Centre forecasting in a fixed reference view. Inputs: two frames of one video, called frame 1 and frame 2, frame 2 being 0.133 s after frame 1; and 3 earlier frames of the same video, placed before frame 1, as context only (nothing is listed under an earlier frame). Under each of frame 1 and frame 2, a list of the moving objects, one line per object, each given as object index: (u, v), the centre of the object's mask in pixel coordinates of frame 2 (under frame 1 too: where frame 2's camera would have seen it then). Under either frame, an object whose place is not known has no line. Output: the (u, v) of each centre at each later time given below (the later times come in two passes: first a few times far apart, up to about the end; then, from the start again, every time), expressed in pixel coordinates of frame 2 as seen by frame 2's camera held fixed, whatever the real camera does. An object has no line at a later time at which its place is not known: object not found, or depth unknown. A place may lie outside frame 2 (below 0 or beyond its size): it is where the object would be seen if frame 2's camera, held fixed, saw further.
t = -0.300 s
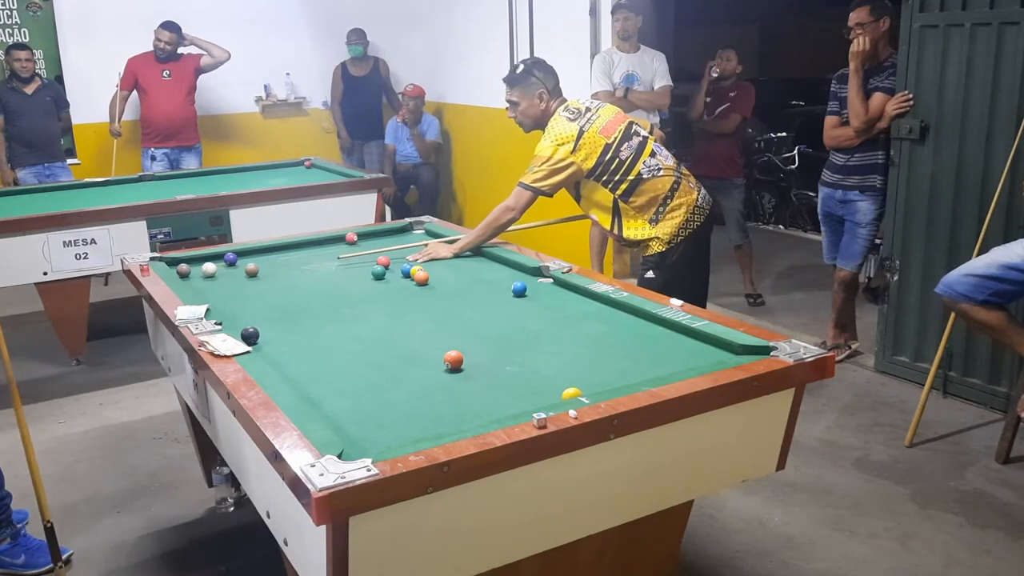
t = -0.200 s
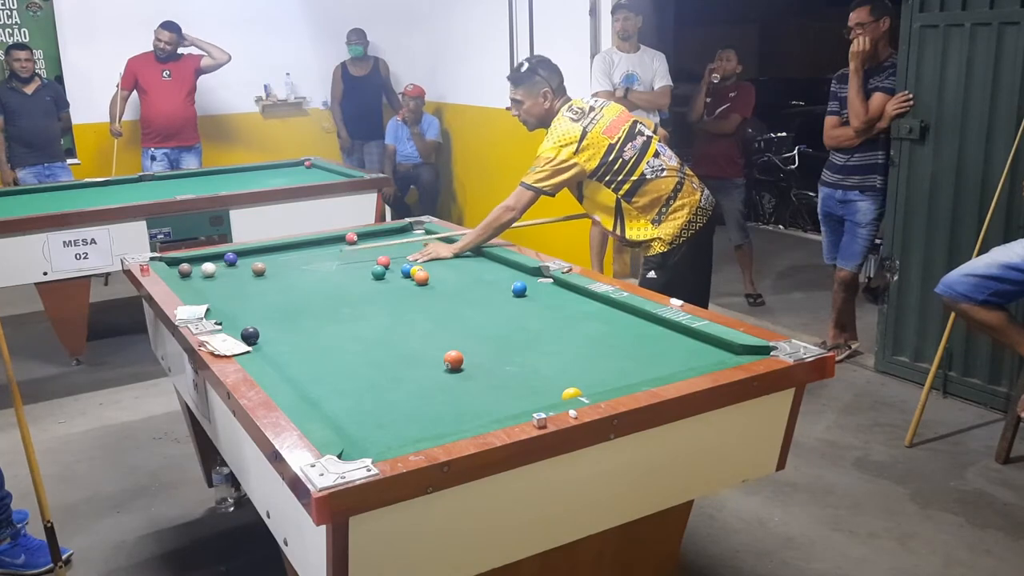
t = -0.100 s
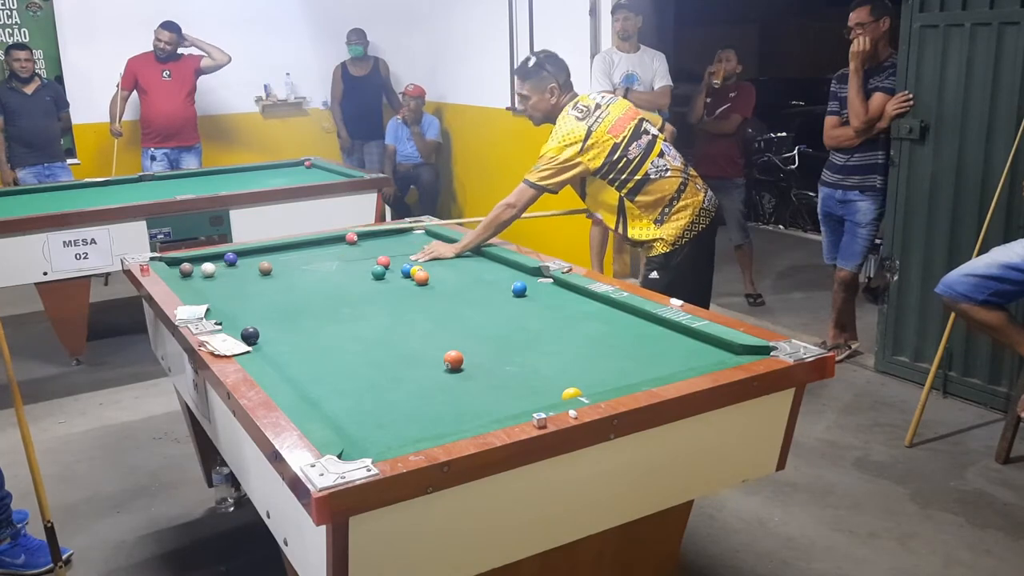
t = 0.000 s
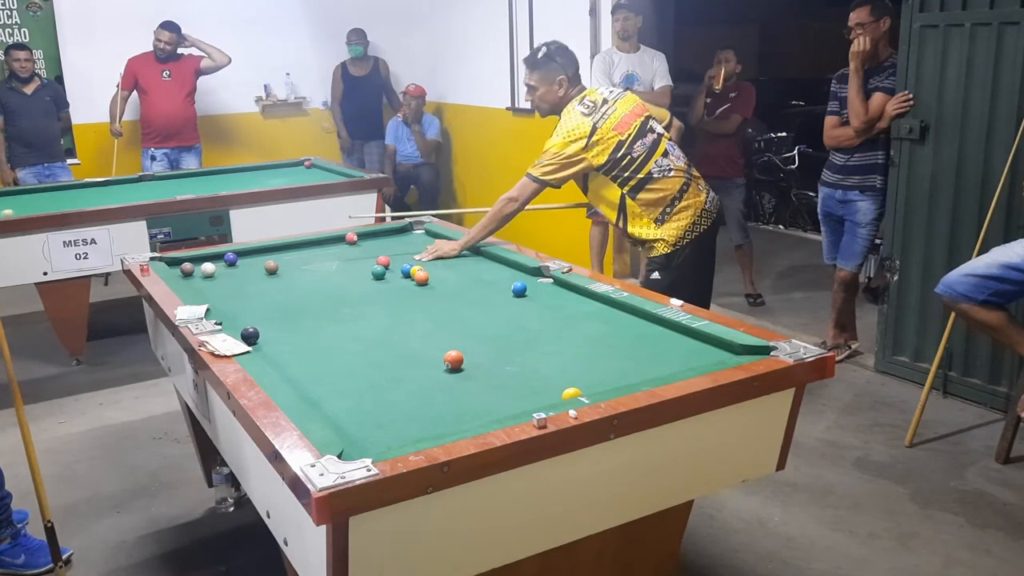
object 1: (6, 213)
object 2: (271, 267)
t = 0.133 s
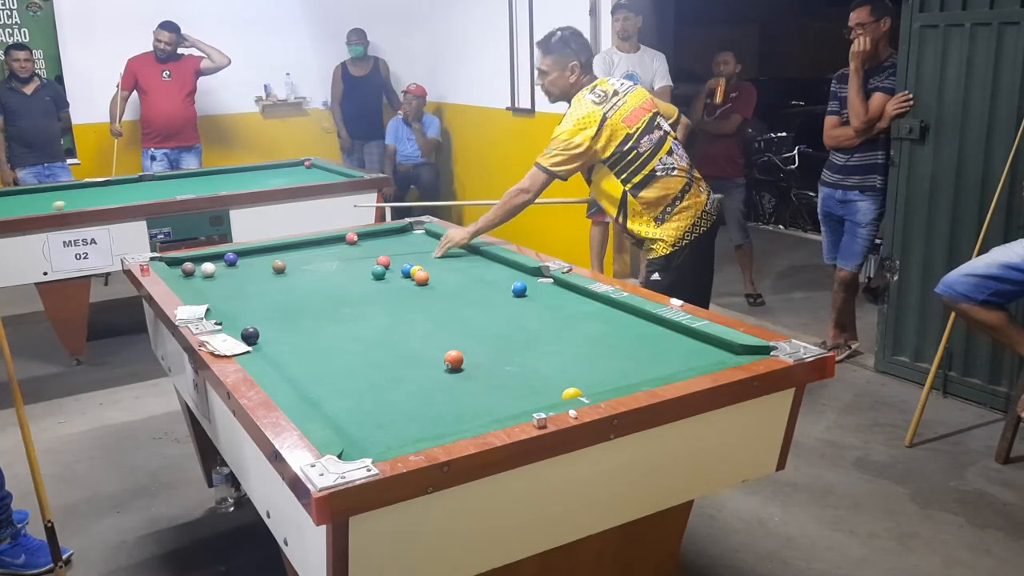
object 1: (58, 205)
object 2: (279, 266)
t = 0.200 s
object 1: (83, 202)
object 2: (282, 265)
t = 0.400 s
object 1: (149, 190)
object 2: (292, 264)
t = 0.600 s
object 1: (207, 180)
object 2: (300, 263)
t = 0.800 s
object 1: (258, 171)
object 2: (308, 262)
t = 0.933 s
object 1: (289, 167)
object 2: (312, 262)
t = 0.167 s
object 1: (70, 203)
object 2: (280, 266)
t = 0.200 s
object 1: (83, 202)
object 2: (282, 265)
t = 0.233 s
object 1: (94, 199)
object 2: (284, 265)
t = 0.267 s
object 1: (106, 197)
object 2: (286, 265)
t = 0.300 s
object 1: (117, 196)
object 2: (287, 265)
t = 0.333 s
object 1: (128, 194)
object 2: (289, 264)
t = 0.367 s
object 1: (138, 192)
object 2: (290, 264)
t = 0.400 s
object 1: (149, 190)
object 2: (292, 264)
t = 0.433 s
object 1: (159, 189)
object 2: (293, 264)
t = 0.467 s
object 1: (169, 187)
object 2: (295, 264)
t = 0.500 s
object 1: (179, 186)
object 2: (296, 264)
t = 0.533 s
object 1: (189, 184)
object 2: (298, 263)
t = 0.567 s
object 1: (198, 182)
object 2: (299, 263)
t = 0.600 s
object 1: (207, 180)
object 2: (300, 263)
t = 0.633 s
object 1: (216, 178)
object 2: (302, 263)
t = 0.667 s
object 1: (225, 176)
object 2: (303, 263)
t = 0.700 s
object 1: (233, 175)
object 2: (304, 263)
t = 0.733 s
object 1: (240, 172)
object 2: (305, 262)
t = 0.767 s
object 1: (247, 171)
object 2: (306, 262)
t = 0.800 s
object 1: (258, 171)
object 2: (308, 262)
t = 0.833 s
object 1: (266, 170)
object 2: (309, 262)
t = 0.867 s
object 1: (274, 168)
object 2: (310, 262)
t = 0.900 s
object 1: (281, 168)
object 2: (311, 262)
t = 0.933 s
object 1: (289, 167)
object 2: (312, 262)
